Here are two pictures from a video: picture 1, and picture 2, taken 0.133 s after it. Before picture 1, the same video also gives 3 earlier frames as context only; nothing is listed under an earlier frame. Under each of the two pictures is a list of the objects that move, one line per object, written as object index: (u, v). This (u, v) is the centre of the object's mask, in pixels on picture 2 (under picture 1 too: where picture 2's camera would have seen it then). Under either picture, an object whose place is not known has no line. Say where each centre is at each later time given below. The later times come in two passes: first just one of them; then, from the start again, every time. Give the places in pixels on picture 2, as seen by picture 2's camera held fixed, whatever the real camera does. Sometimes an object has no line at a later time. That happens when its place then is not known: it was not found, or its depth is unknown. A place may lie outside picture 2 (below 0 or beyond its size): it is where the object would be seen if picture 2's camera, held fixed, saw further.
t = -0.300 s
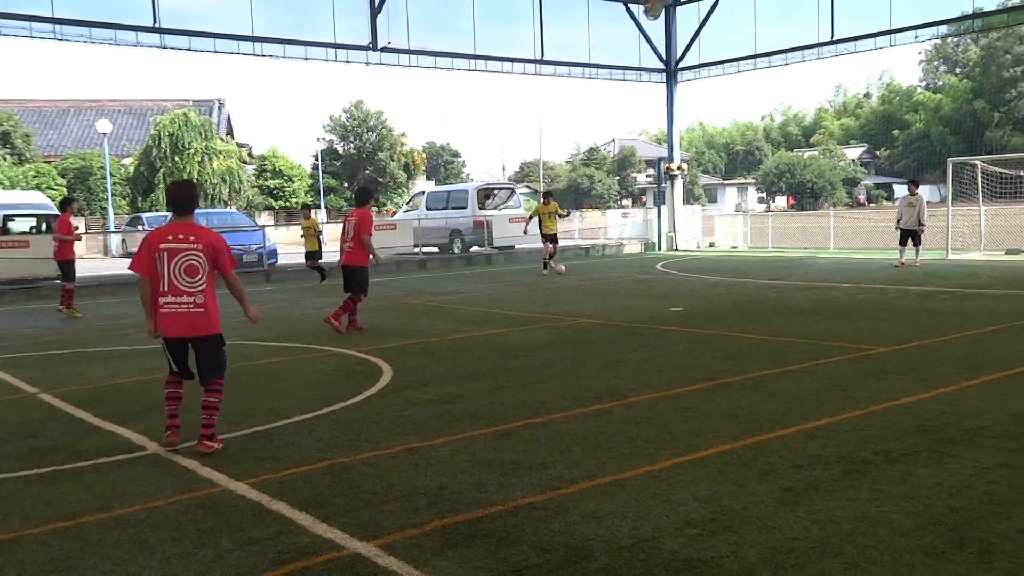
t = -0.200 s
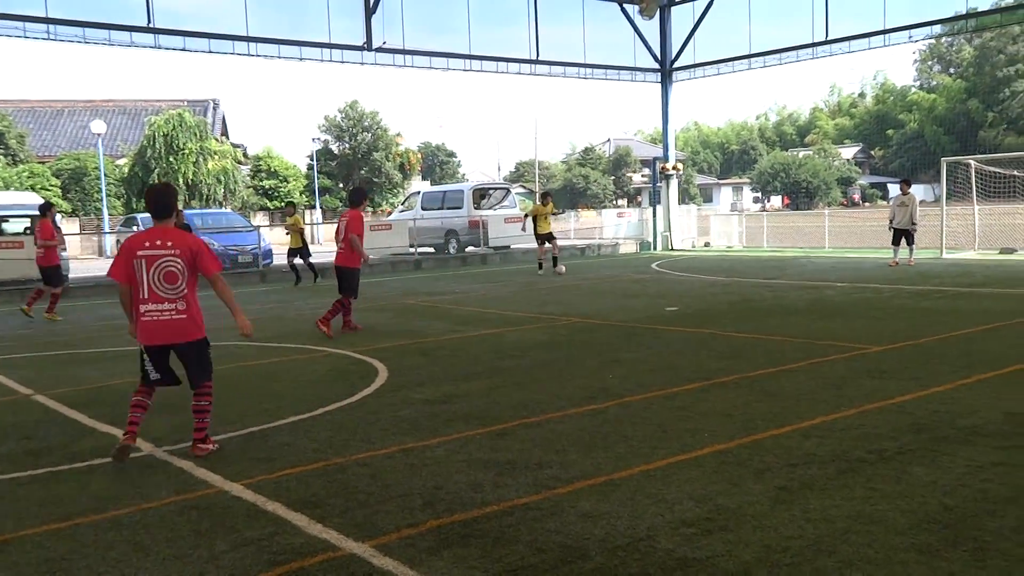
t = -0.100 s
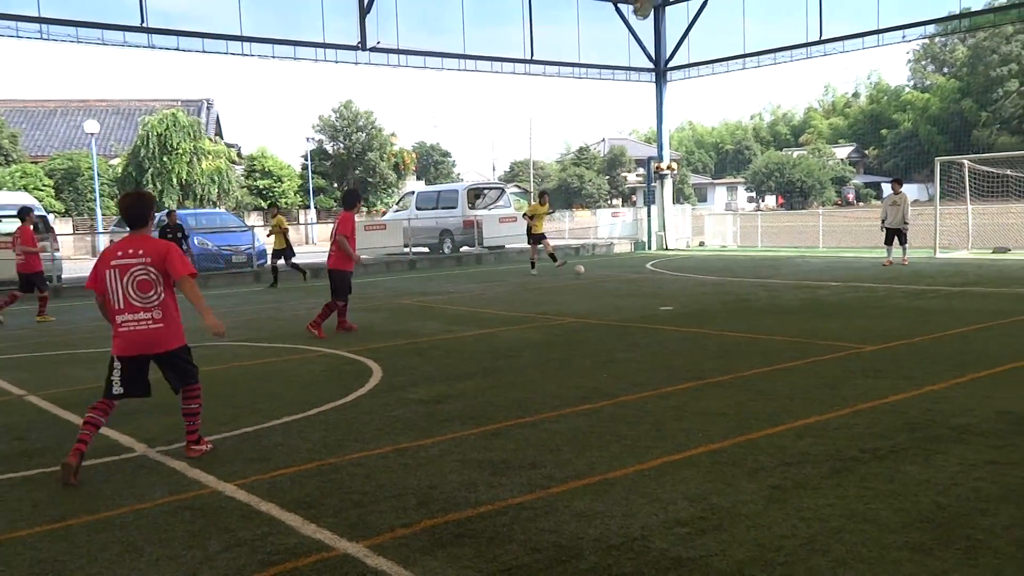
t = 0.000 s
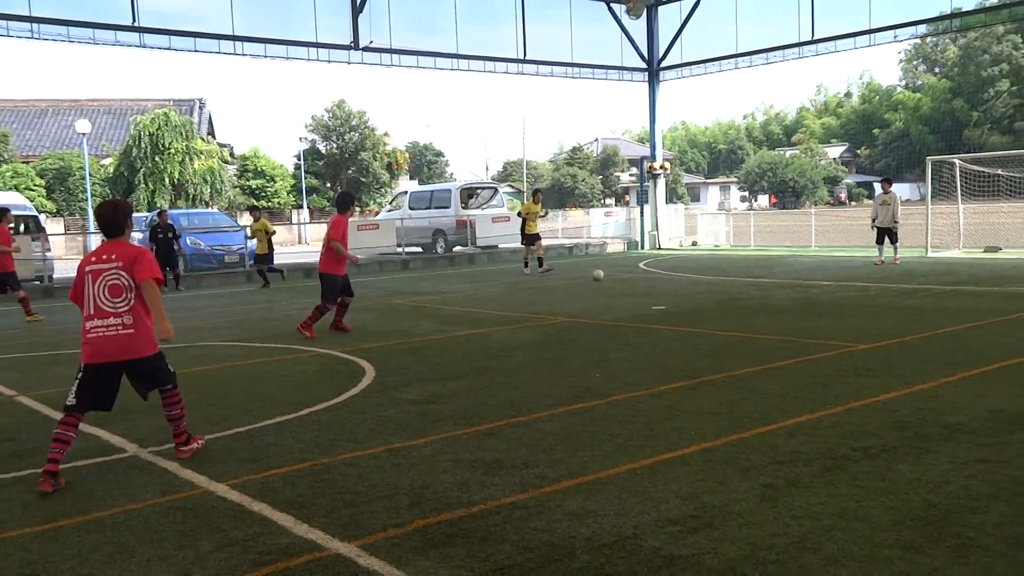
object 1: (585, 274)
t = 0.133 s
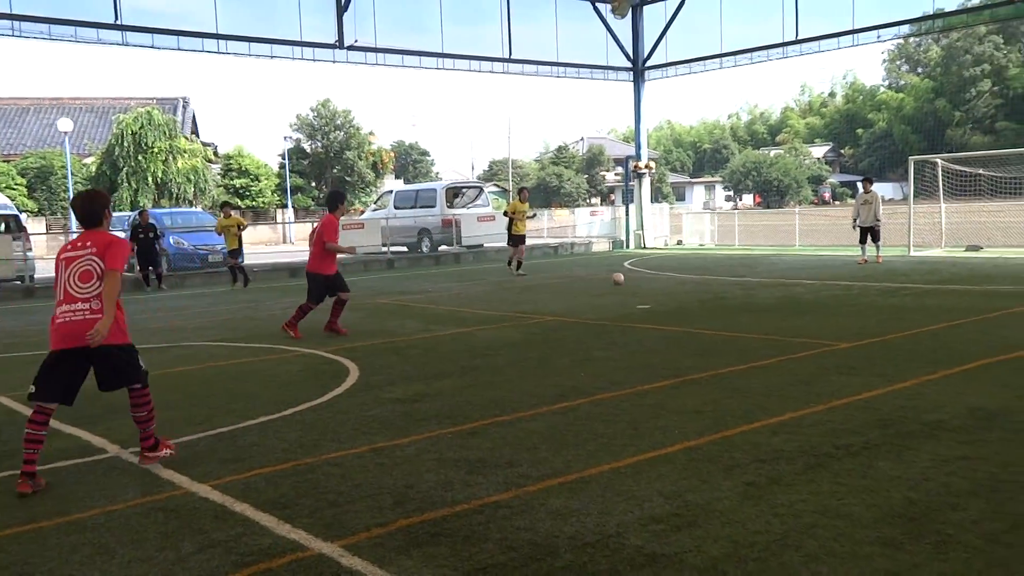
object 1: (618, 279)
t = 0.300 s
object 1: (659, 283)
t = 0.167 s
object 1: (626, 280)
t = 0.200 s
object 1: (635, 282)
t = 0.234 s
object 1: (643, 282)
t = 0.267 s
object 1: (651, 282)
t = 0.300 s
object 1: (659, 283)
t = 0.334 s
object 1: (668, 285)
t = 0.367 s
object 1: (677, 288)
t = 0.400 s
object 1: (685, 288)
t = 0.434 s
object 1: (694, 288)
